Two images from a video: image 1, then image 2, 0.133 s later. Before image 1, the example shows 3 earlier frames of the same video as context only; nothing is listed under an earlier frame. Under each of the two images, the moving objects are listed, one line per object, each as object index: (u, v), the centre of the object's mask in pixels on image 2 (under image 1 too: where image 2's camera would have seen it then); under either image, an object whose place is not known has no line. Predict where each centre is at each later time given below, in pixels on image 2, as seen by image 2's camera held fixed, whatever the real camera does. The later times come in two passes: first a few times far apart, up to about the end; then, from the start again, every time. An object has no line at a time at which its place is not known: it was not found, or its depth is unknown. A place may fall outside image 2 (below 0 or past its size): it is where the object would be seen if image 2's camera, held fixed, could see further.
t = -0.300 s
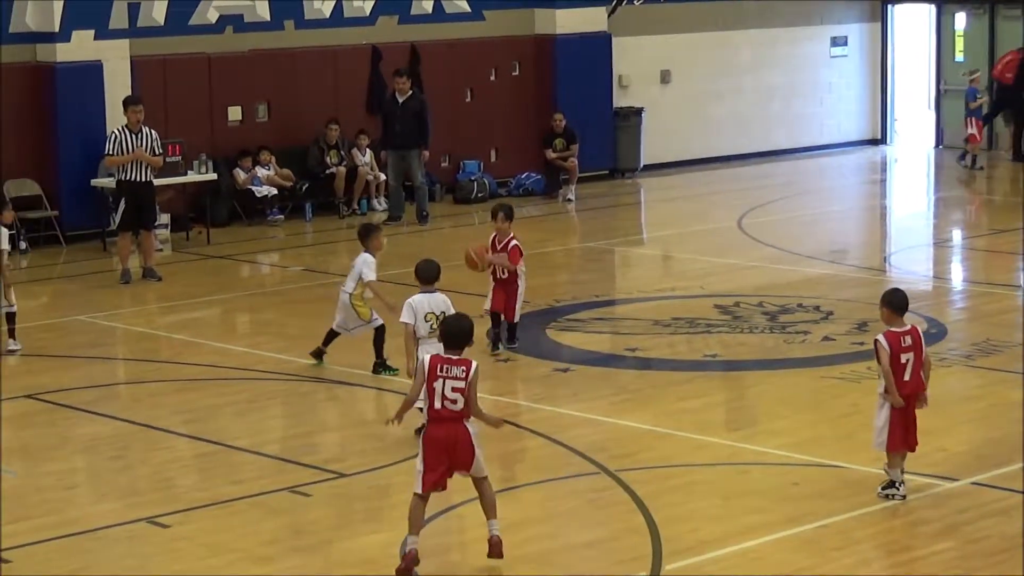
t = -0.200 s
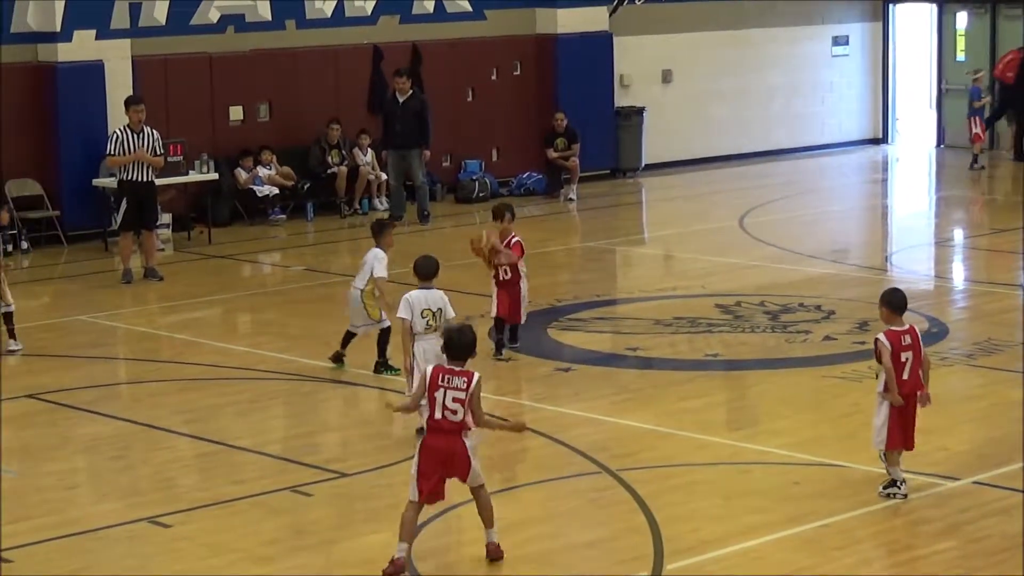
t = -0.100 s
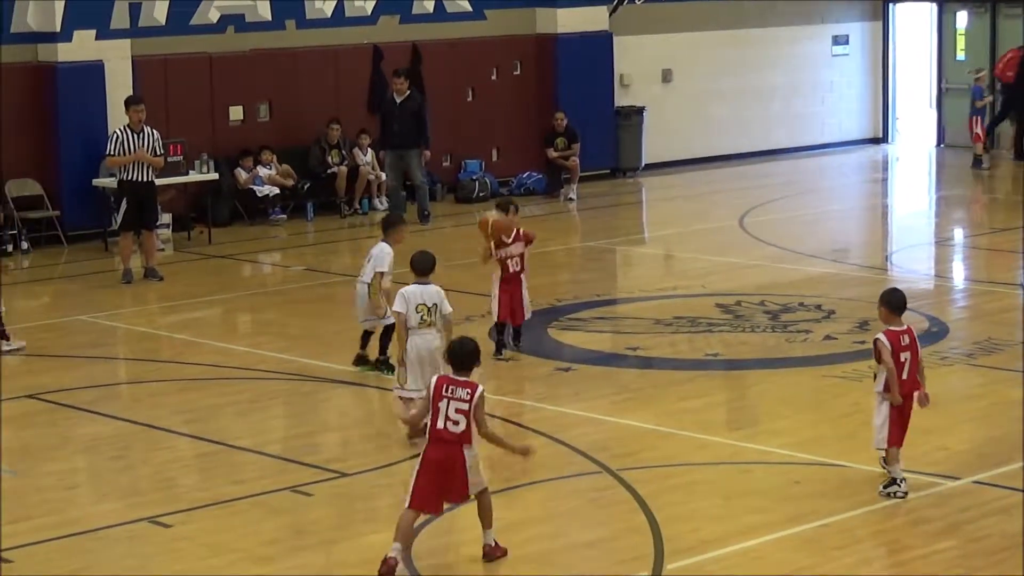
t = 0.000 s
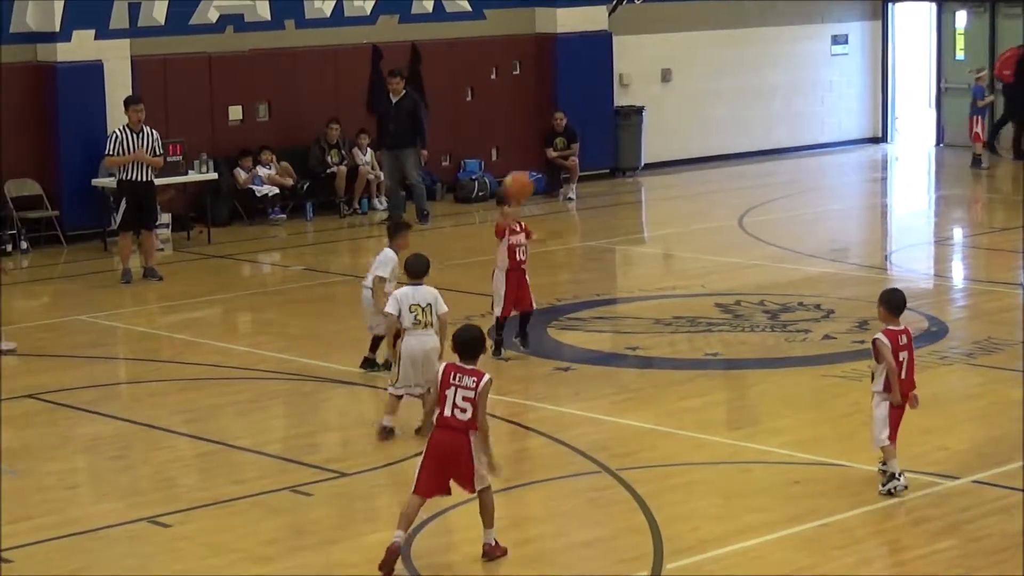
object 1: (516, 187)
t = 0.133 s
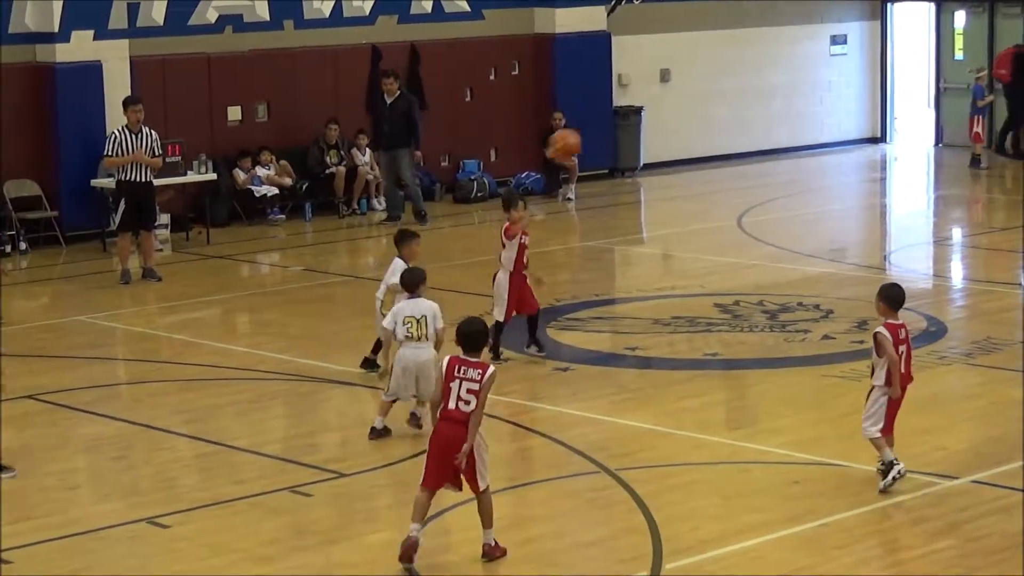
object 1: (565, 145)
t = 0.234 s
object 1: (603, 127)
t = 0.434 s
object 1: (686, 136)
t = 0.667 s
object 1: (798, 226)
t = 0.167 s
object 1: (579, 137)
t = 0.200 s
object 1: (590, 132)
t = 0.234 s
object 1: (603, 127)
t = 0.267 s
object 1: (616, 125)
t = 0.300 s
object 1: (629, 123)
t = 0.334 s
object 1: (644, 123)
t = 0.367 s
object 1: (658, 126)
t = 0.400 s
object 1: (672, 130)
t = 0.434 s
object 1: (686, 136)
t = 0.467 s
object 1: (701, 143)
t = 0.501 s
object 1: (716, 152)
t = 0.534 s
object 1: (731, 162)
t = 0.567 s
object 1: (747, 176)
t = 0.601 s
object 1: (764, 190)
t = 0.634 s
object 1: (781, 208)
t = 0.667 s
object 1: (798, 226)
